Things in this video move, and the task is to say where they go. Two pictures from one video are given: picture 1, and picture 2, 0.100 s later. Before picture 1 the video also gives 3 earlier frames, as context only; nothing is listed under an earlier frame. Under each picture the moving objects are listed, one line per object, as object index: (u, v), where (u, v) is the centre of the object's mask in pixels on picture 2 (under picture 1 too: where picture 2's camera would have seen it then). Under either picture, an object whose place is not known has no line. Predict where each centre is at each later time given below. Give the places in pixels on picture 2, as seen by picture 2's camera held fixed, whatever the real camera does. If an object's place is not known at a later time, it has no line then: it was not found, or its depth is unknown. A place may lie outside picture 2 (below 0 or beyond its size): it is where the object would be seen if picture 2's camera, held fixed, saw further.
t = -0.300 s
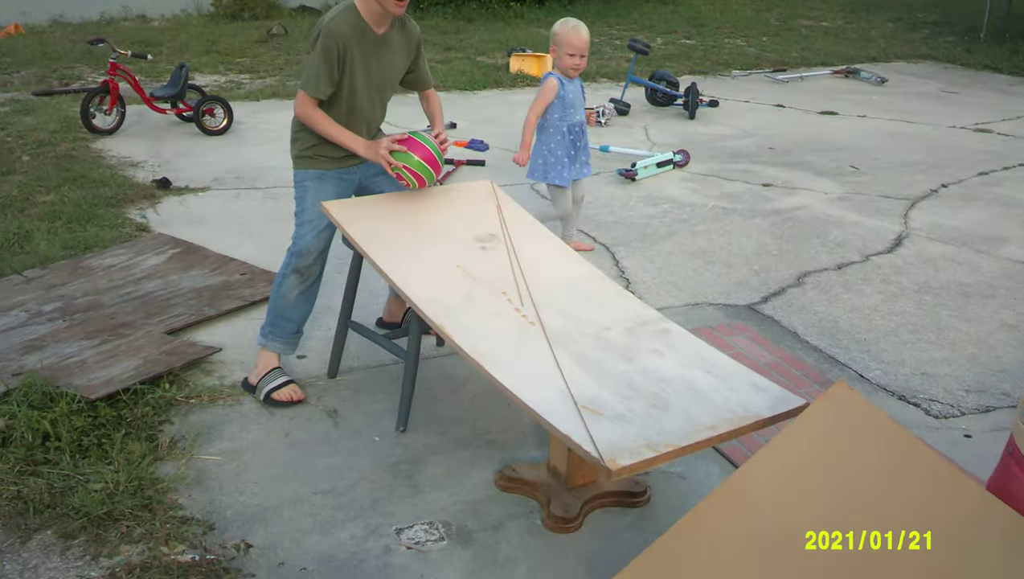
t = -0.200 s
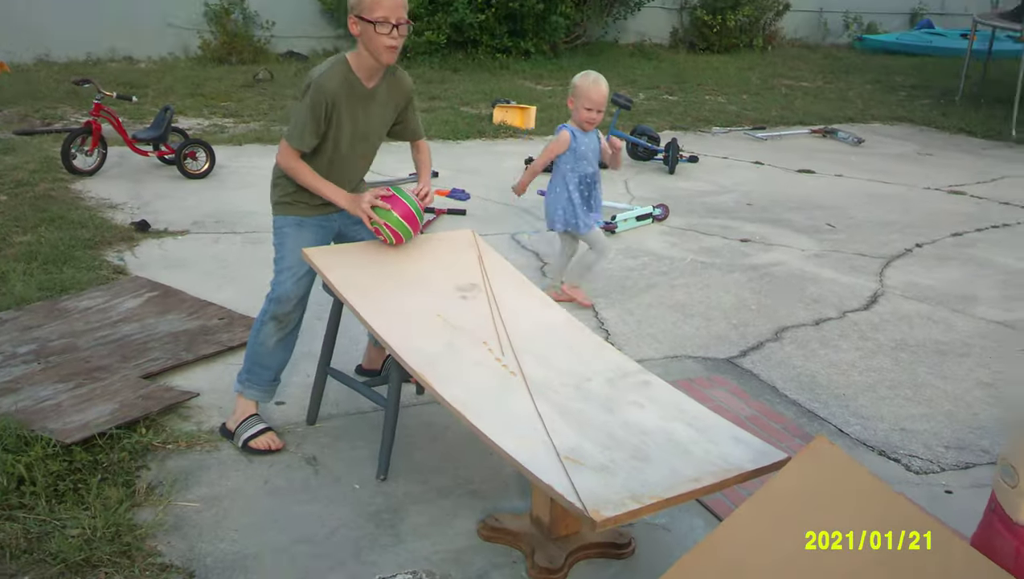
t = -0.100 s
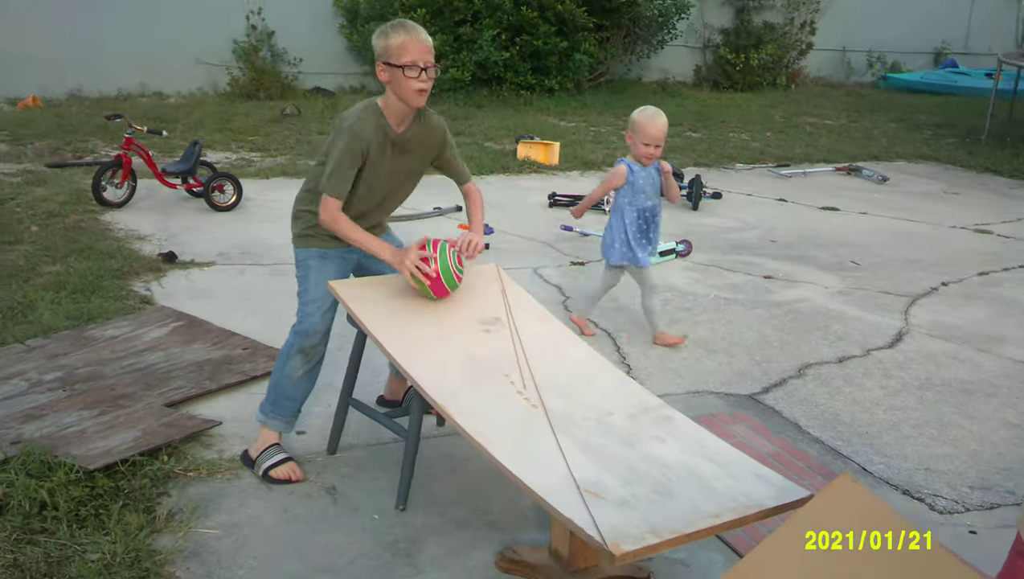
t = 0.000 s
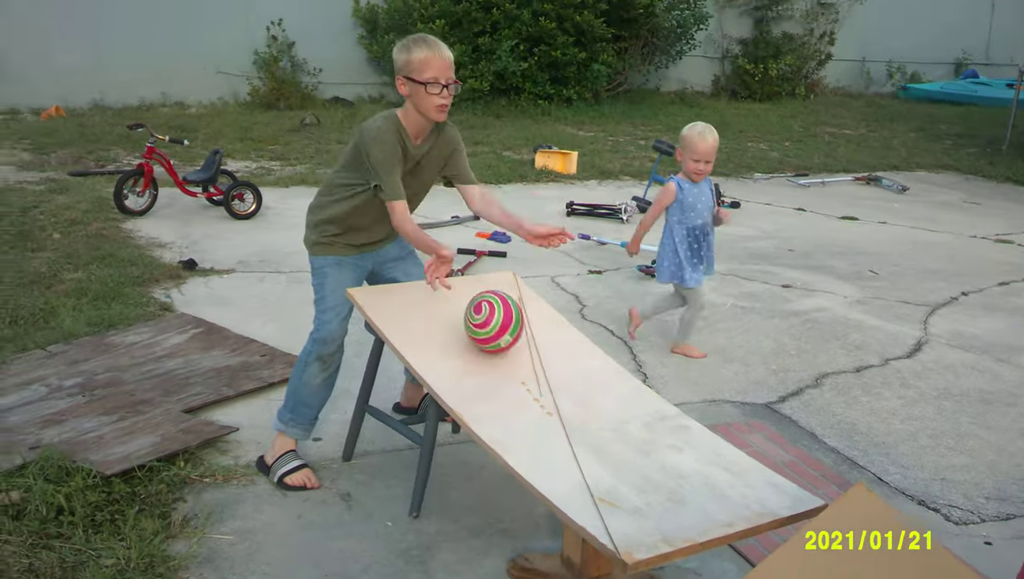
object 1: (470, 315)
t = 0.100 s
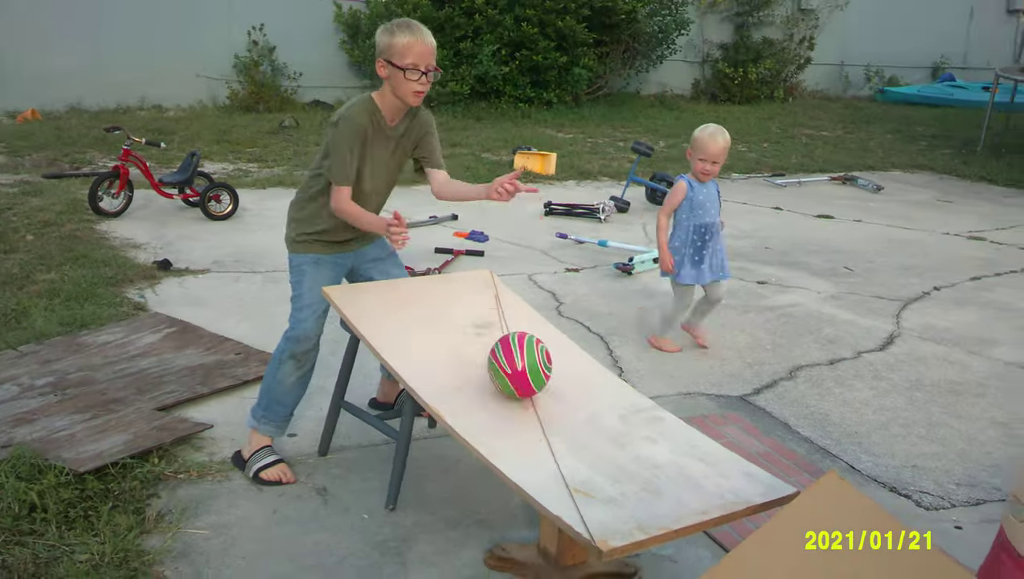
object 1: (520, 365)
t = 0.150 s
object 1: (550, 387)
